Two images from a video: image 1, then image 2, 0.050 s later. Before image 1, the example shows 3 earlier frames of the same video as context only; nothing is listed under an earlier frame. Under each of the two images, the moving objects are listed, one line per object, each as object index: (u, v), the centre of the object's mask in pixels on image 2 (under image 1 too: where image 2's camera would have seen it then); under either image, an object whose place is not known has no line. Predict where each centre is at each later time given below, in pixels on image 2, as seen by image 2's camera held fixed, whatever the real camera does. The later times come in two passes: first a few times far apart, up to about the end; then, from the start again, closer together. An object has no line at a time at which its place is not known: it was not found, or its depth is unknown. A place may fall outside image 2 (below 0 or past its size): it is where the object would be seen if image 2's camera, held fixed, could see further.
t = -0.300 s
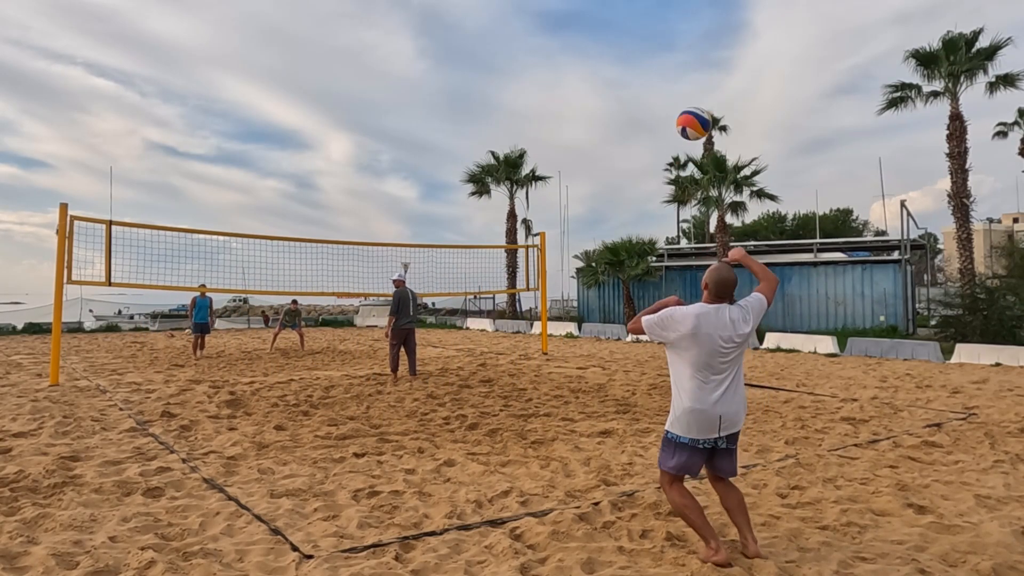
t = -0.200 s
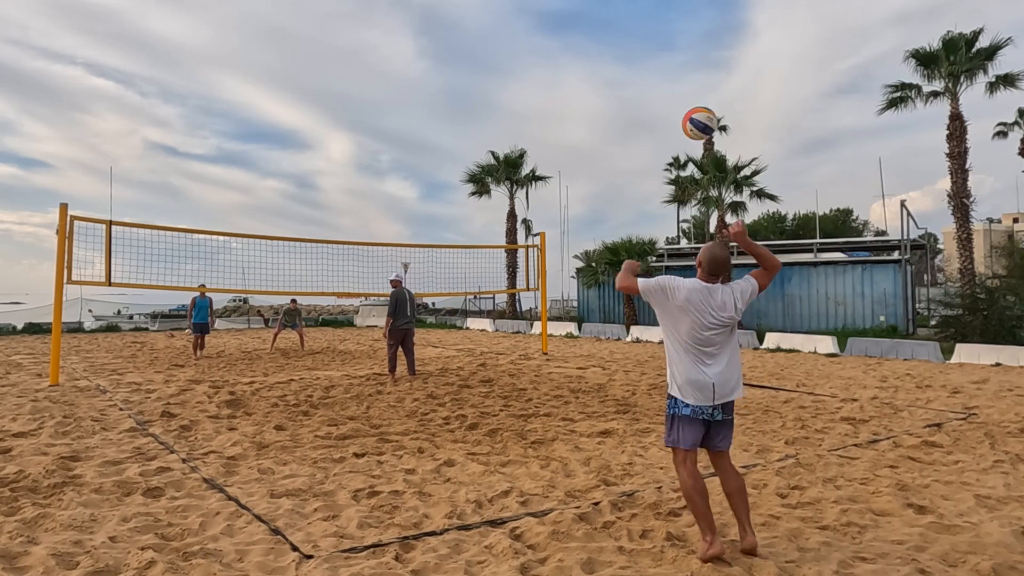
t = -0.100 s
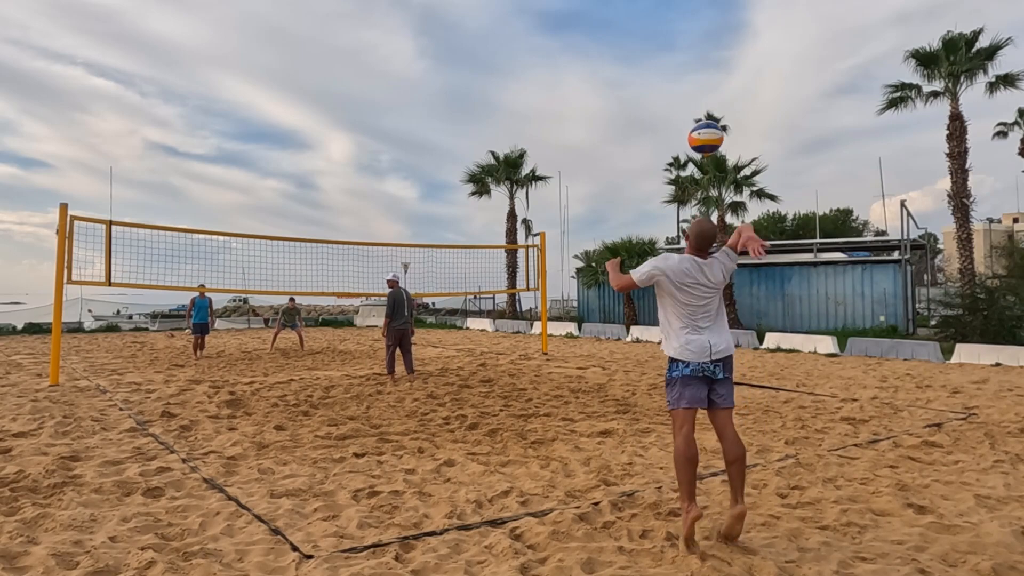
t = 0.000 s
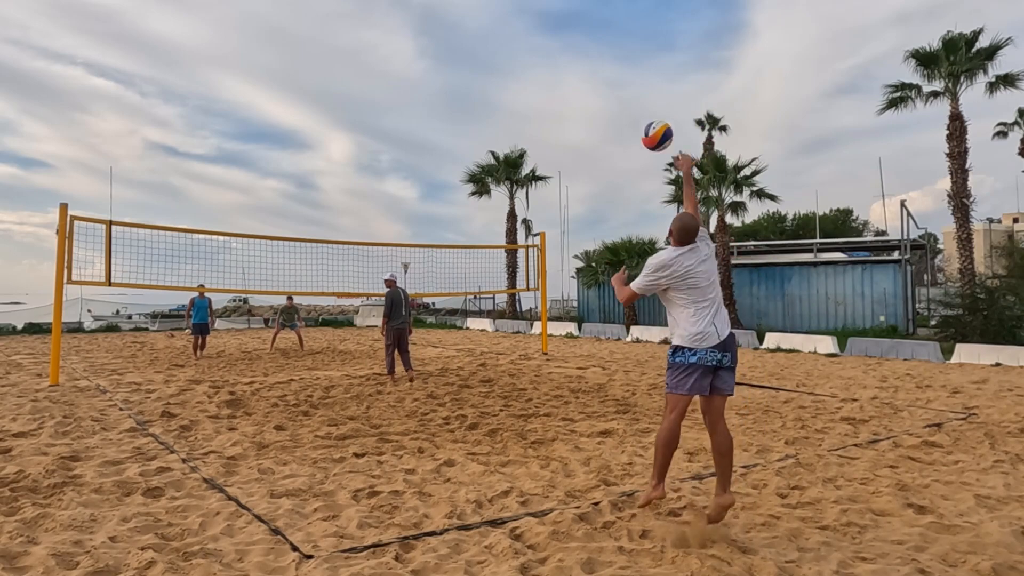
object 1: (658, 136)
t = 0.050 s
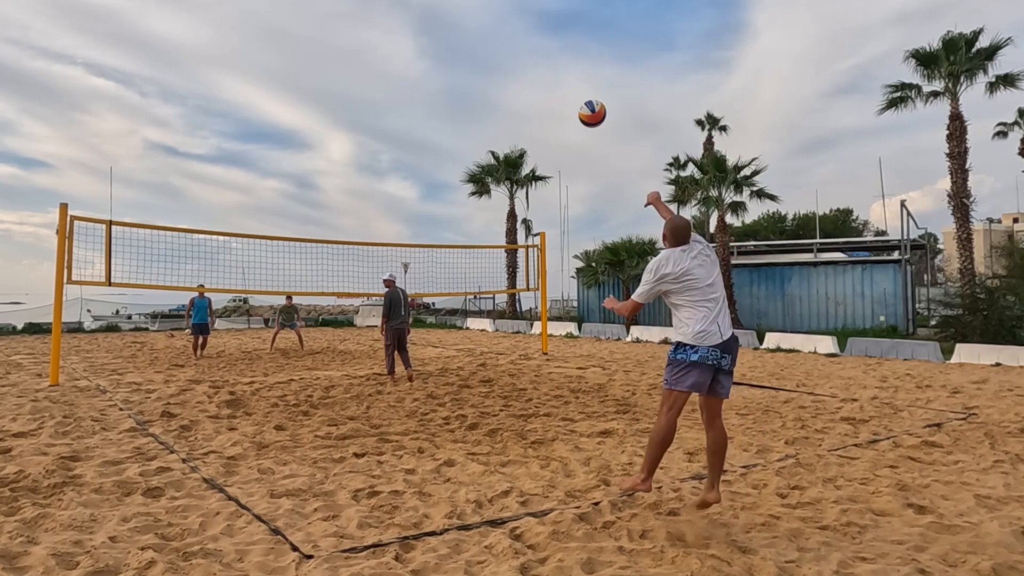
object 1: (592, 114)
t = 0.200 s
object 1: (463, 82)
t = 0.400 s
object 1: (368, 76)
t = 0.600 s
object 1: (311, 96)
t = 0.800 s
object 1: (273, 128)
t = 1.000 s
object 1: (245, 167)
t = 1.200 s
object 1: (222, 211)
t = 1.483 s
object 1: (197, 280)
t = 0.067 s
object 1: (574, 108)
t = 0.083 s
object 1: (556, 103)
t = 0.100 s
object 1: (540, 99)
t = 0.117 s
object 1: (525, 94)
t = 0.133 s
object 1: (511, 91)
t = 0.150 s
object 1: (498, 88)
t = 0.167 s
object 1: (485, 86)
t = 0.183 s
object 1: (474, 83)
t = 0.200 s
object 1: (463, 82)
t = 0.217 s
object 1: (453, 80)
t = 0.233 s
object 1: (443, 79)
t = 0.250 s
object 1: (434, 77)
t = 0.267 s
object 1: (425, 76)
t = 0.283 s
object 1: (417, 75)
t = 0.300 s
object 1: (409, 75)
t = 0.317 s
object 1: (401, 75)
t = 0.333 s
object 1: (394, 74)
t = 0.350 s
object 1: (387, 74)
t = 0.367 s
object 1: (380, 75)
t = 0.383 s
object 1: (374, 75)
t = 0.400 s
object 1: (368, 76)
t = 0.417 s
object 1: (362, 77)
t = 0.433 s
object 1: (357, 78)
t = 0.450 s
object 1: (351, 79)
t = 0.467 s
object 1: (347, 80)
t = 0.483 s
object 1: (341, 82)
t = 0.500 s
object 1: (337, 84)
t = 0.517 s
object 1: (332, 85)
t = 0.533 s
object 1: (328, 87)
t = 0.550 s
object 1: (324, 89)
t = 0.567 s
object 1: (319, 91)
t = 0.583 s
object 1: (315, 93)
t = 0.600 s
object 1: (311, 96)
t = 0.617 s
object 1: (308, 98)
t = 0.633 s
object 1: (304, 100)
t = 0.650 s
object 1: (301, 103)
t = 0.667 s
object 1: (298, 105)
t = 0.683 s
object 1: (294, 107)
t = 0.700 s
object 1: (291, 110)
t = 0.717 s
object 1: (288, 113)
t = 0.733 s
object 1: (285, 116)
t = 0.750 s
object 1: (282, 119)
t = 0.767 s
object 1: (279, 121)
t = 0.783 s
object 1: (276, 125)
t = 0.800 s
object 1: (273, 128)
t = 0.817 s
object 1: (271, 131)
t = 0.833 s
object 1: (268, 134)
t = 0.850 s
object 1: (266, 137)
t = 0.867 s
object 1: (263, 140)
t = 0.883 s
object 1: (261, 144)
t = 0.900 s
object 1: (258, 147)
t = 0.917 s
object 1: (256, 151)
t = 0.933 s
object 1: (254, 154)
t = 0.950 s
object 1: (251, 157)
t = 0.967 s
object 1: (249, 161)
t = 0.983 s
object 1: (247, 164)
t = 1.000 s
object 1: (245, 167)
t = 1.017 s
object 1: (243, 171)
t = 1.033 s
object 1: (241, 174)
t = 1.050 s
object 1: (238, 178)
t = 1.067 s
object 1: (236, 181)
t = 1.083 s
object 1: (235, 185)
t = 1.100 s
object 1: (233, 188)
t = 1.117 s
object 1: (231, 192)
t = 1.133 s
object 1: (229, 196)
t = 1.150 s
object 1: (227, 199)
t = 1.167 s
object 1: (225, 203)
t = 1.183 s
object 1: (223, 207)
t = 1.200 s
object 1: (222, 211)
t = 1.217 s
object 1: (220, 215)
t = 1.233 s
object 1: (218, 219)
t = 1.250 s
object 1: (217, 223)
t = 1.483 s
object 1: (197, 280)
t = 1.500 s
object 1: (196, 283)
